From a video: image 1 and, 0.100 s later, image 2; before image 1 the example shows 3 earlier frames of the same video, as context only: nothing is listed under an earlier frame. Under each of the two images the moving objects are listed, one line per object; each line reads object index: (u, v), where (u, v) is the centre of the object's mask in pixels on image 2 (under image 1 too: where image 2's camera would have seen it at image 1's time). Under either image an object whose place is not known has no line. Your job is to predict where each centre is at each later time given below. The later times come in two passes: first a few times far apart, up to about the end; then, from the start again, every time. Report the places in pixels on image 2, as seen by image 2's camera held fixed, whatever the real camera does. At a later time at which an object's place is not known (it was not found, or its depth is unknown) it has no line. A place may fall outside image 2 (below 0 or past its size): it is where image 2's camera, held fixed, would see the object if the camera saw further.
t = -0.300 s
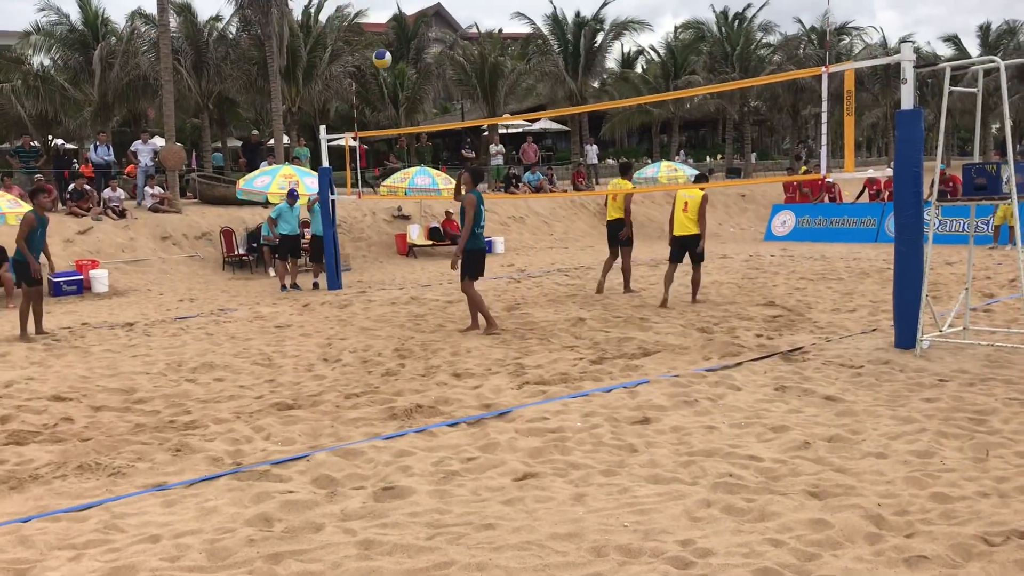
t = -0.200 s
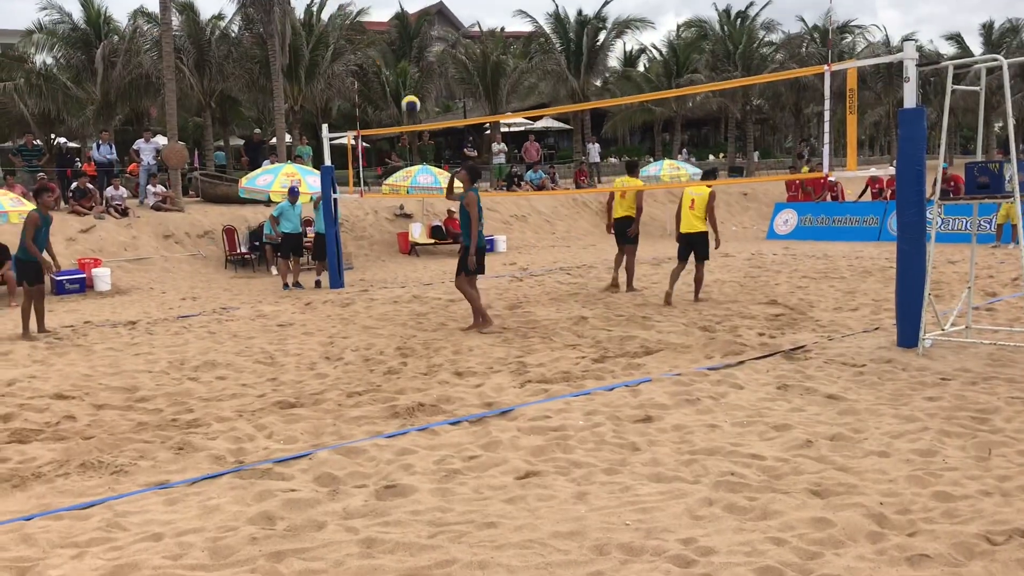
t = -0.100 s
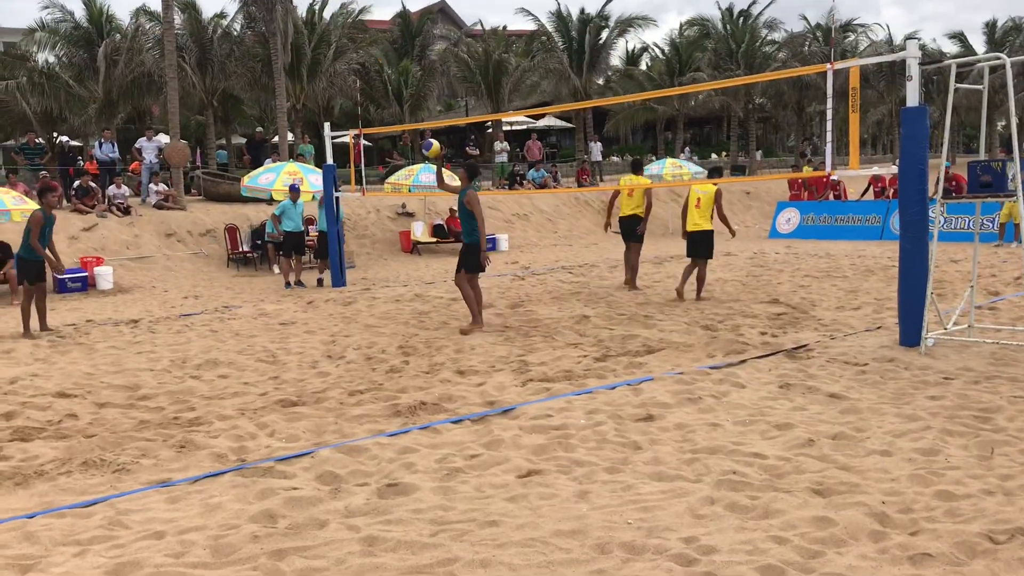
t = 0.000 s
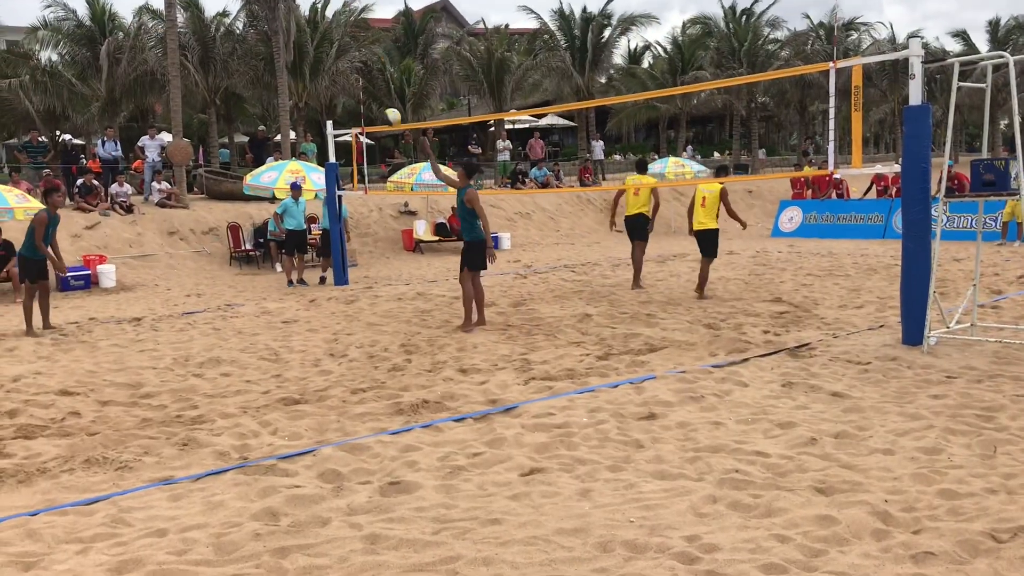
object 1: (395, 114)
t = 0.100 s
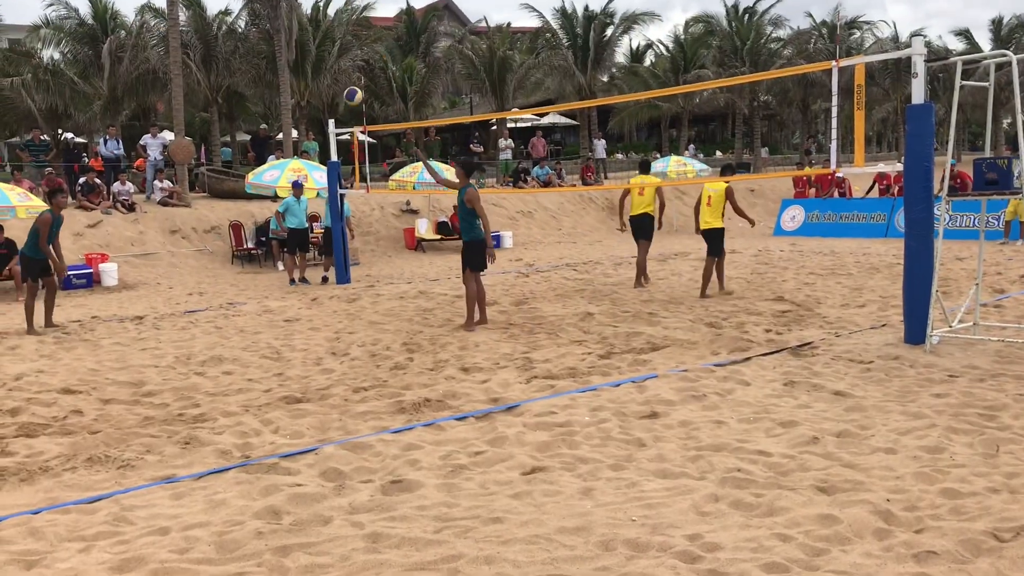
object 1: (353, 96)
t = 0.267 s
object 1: (291, 82)
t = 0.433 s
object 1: (231, 95)
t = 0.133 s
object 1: (340, 91)
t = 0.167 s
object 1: (327, 87)
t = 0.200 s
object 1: (314, 86)
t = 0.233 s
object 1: (302, 84)
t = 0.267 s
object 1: (291, 82)
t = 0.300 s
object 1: (278, 84)
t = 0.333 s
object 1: (266, 85)
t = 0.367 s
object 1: (254, 87)
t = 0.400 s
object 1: (243, 91)
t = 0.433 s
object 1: (231, 95)
